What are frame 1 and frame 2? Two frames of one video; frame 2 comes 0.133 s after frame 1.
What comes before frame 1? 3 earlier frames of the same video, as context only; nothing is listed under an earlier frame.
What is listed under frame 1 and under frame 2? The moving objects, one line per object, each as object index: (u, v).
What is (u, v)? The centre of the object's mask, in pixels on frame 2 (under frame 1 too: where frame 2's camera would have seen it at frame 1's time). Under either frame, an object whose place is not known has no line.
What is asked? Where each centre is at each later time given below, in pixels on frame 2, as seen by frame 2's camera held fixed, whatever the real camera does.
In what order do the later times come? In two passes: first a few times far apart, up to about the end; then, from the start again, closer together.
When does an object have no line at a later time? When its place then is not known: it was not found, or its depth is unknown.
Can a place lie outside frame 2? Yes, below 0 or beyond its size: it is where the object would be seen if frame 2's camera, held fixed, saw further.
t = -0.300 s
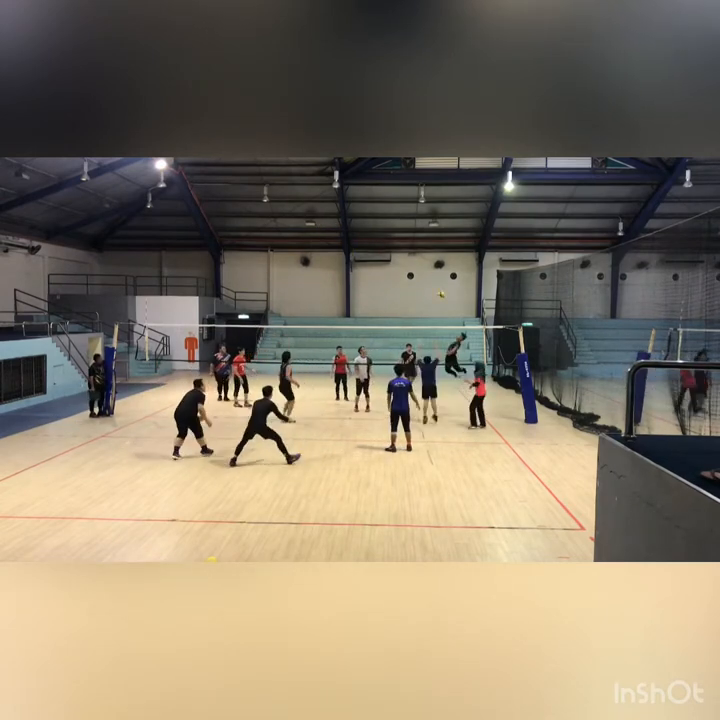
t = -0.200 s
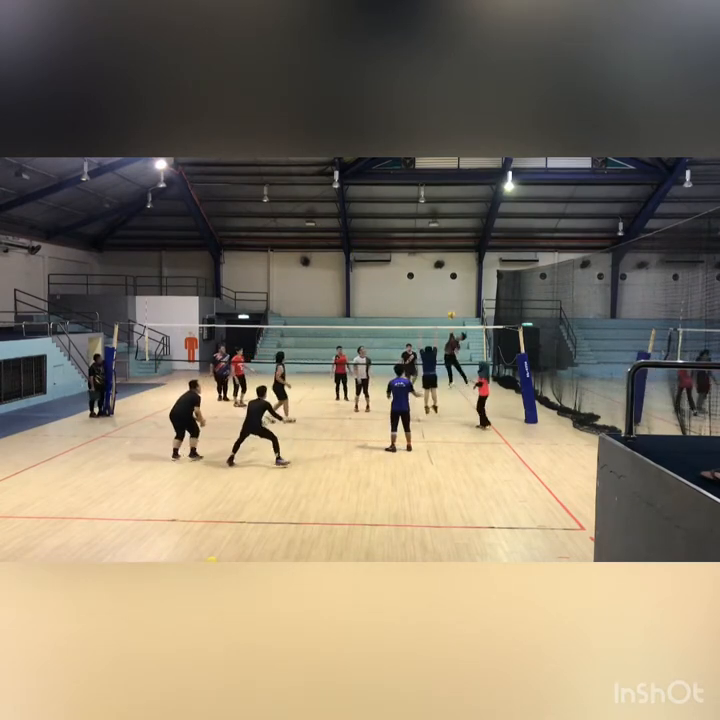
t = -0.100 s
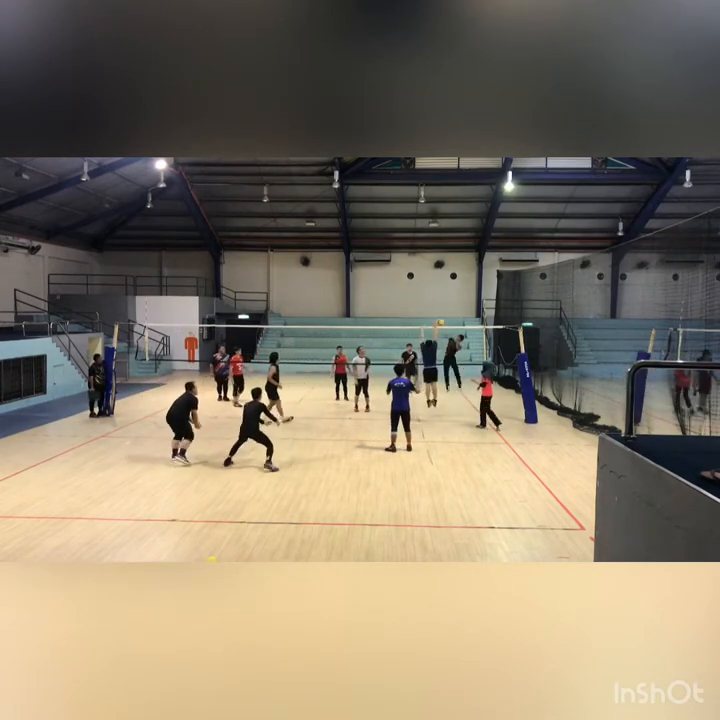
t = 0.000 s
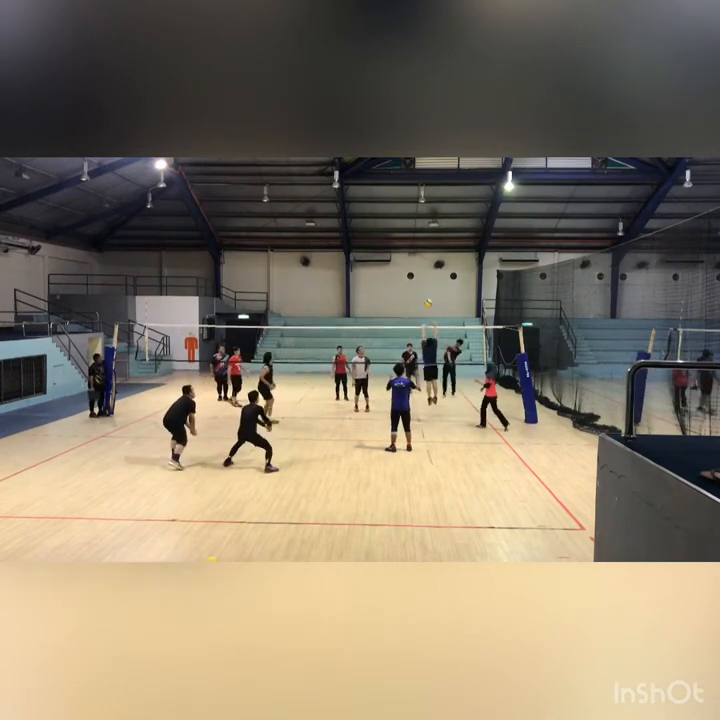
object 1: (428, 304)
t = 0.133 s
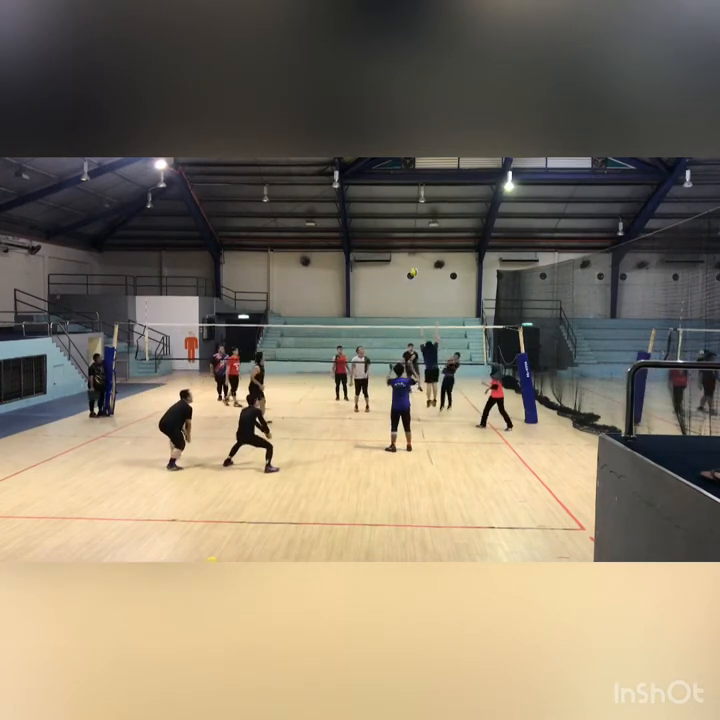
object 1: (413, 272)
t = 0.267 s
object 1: (399, 246)
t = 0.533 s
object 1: (370, 218)
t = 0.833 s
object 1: (337, 218)
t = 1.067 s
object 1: (313, 242)
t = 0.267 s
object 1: (399, 246)
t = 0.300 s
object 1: (395, 241)
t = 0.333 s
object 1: (392, 237)
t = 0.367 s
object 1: (388, 232)
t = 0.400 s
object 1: (384, 229)
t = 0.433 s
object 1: (381, 225)
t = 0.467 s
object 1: (378, 223)
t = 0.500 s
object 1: (374, 219)
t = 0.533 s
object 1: (370, 218)
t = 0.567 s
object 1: (366, 216)
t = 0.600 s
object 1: (362, 215)
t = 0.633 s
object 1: (359, 214)
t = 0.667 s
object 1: (355, 213)
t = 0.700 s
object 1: (352, 213)
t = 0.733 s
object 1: (348, 214)
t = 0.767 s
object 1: (344, 215)
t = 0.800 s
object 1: (341, 216)
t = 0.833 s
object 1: (337, 218)
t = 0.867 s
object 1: (334, 220)
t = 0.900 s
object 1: (331, 222)
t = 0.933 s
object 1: (326, 226)
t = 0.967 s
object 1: (323, 229)
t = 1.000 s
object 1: (319, 233)
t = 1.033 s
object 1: (316, 237)
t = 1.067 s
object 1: (313, 242)
